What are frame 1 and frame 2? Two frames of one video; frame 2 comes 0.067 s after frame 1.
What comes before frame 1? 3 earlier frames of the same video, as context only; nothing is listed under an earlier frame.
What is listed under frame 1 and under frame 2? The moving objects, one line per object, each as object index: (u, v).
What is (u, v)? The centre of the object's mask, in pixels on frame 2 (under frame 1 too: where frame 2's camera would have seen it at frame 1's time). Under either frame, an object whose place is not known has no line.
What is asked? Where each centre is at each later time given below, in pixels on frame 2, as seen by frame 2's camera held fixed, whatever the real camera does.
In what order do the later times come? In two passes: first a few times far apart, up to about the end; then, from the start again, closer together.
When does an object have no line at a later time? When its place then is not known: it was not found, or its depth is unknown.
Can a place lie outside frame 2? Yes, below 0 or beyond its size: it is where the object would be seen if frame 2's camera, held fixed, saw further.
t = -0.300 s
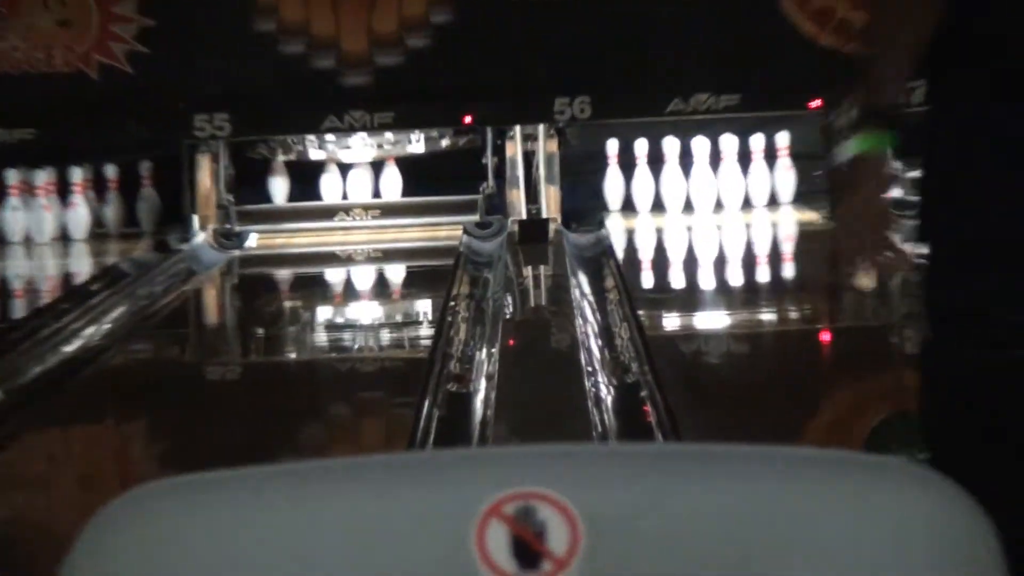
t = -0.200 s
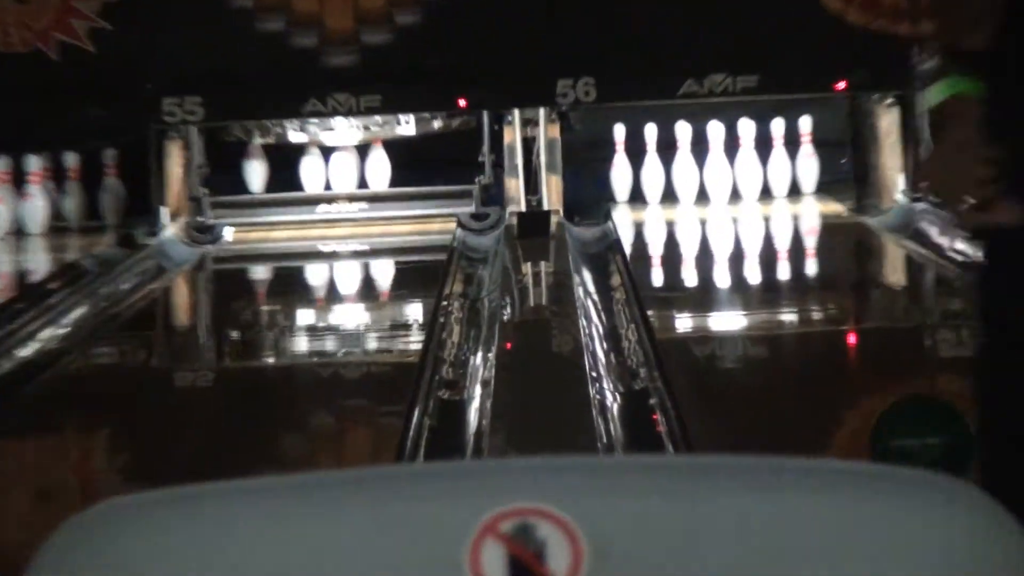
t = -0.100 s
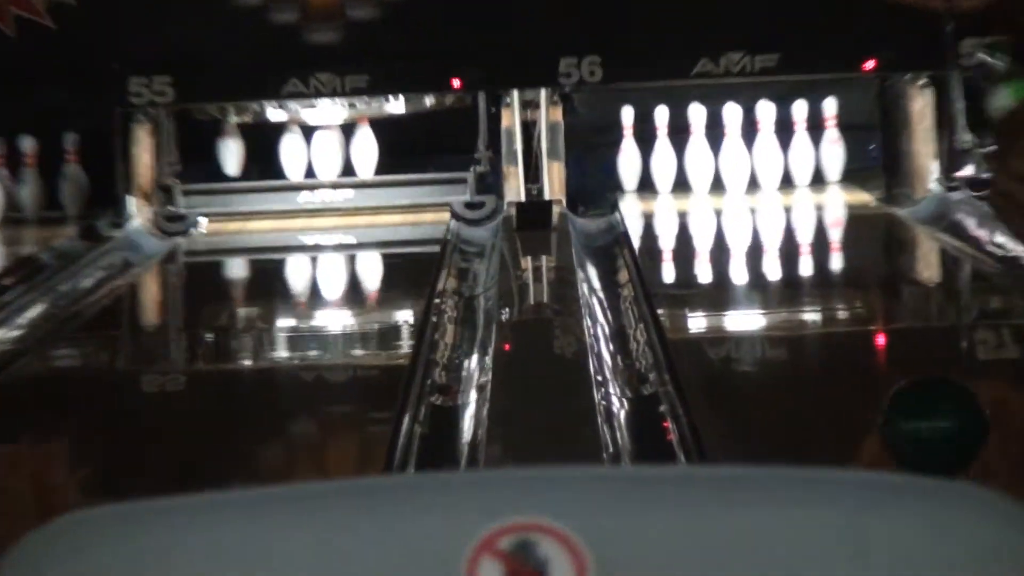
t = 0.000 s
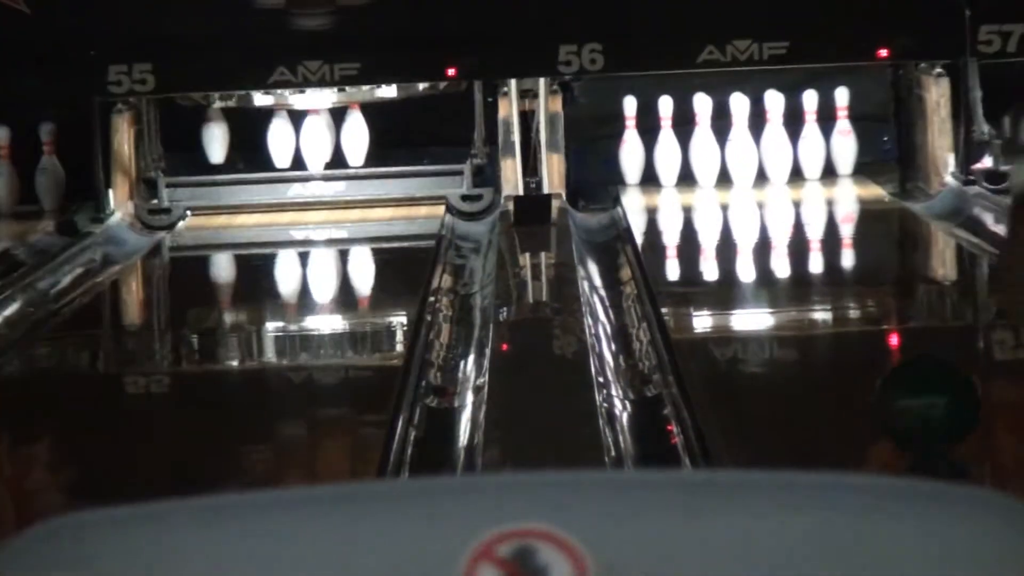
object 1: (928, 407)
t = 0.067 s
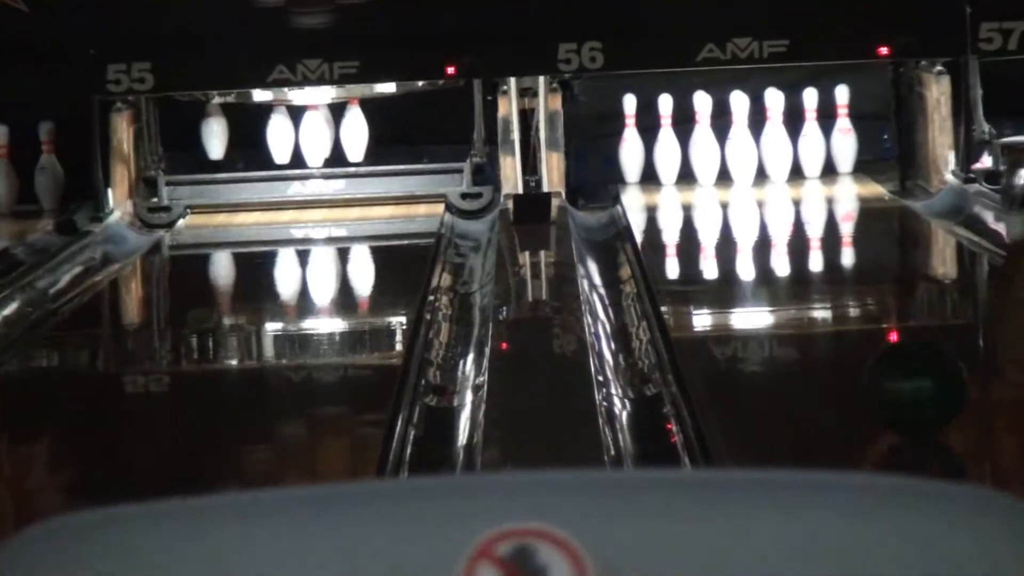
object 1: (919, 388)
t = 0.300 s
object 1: (877, 340)
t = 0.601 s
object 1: (838, 289)
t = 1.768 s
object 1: (755, 185)
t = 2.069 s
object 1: (741, 165)
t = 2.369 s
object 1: (745, 155)
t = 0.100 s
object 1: (911, 379)
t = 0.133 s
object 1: (903, 373)
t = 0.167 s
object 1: (897, 365)
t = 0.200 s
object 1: (892, 360)
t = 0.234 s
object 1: (886, 351)
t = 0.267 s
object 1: (882, 347)
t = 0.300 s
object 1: (877, 340)
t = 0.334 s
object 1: (870, 332)
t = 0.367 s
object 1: (866, 327)
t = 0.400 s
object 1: (862, 321)
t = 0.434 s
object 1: (857, 315)
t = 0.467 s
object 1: (853, 308)
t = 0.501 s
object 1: (849, 304)
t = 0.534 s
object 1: (846, 299)
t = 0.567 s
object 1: (842, 294)
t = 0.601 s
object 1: (838, 289)
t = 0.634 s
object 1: (834, 285)
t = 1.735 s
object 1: (756, 188)
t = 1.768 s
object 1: (755, 185)
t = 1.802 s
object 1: (753, 183)
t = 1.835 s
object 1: (752, 181)
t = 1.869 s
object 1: (751, 179)
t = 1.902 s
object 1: (749, 176)
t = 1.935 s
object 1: (747, 173)
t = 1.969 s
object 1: (747, 170)
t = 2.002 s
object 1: (745, 168)
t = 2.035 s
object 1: (743, 167)
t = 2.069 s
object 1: (741, 165)
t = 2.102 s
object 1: (738, 164)
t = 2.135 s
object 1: (740, 161)
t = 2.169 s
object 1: (741, 161)
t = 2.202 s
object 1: (743, 160)
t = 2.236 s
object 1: (744, 159)
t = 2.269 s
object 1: (744, 157)
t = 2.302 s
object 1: (746, 157)
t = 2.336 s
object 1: (746, 156)
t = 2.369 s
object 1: (745, 155)
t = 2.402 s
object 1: (743, 155)
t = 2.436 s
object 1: (741, 154)
